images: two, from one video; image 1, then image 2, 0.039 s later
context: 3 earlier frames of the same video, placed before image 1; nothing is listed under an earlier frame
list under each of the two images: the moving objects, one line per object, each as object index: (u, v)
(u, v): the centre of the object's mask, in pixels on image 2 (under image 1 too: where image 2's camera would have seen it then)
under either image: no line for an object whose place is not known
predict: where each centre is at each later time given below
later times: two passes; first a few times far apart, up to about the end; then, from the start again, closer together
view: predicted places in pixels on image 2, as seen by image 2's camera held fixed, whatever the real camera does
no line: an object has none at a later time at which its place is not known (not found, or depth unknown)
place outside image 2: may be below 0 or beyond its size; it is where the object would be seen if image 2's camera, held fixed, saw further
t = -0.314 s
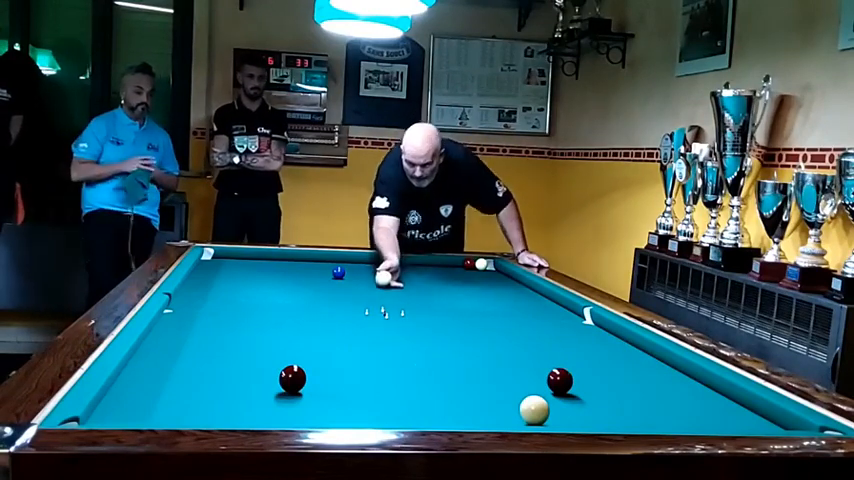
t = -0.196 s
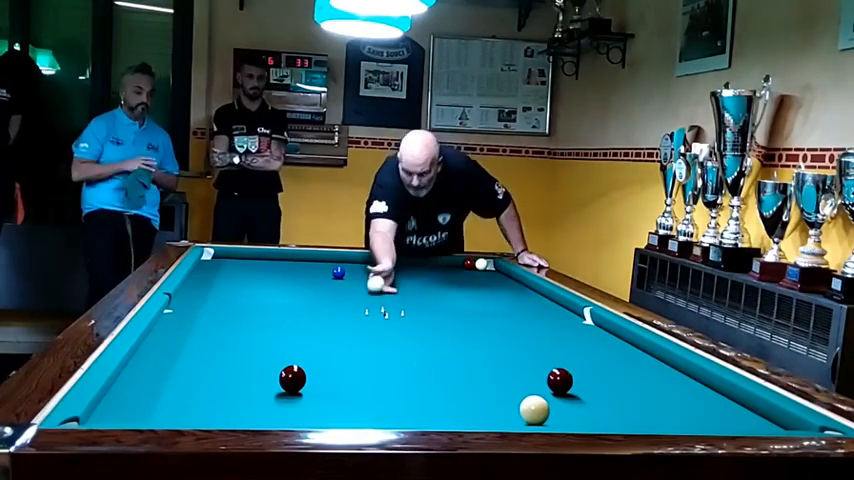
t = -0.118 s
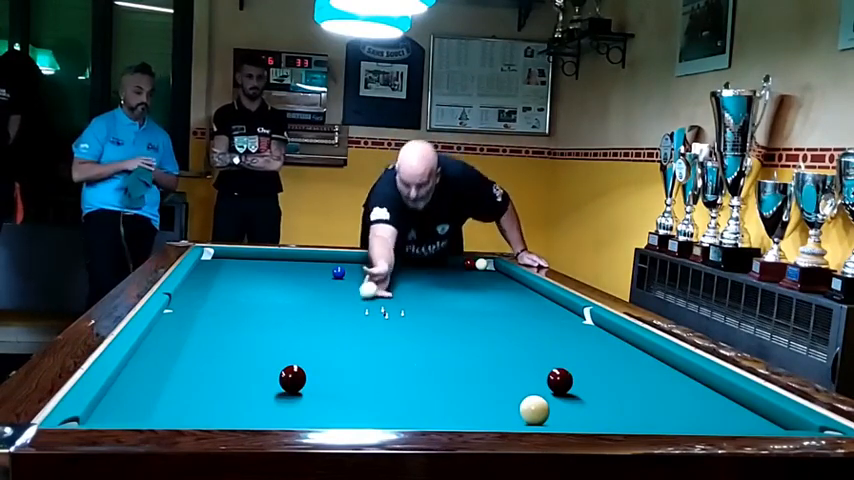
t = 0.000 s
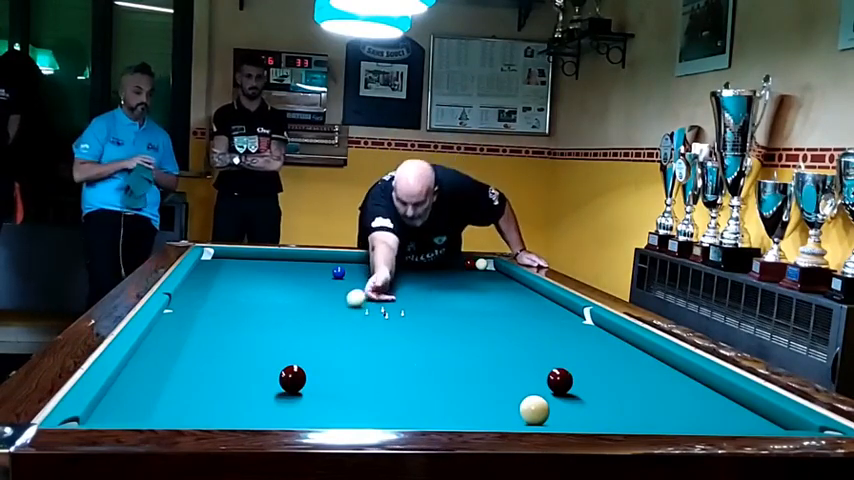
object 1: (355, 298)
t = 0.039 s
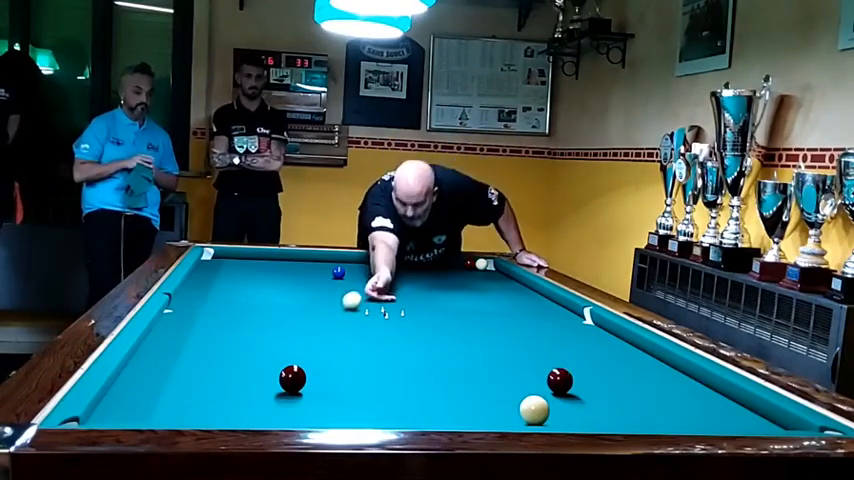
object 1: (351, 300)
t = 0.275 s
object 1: (327, 316)
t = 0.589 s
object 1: (286, 341)
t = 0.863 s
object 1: (237, 373)
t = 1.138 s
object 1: (169, 412)
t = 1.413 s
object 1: (131, 401)
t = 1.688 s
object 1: (139, 375)
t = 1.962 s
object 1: (165, 357)
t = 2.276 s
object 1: (191, 339)
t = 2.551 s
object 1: (209, 326)
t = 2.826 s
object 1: (225, 316)
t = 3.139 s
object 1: (240, 305)
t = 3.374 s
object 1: (250, 299)
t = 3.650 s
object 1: (260, 291)
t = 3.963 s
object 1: (270, 285)
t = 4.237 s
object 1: (278, 279)
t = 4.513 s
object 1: (285, 274)
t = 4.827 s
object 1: (292, 270)
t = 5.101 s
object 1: (297, 266)
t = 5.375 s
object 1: (301, 263)
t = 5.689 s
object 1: (306, 260)
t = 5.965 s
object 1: (310, 257)
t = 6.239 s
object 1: (314, 258)
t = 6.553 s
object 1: (319, 260)
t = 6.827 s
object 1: (323, 261)
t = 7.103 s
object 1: (326, 263)
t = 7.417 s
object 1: (329, 264)
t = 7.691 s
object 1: (332, 265)
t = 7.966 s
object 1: (335, 265)
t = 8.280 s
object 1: (340, 265)
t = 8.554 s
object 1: (344, 268)
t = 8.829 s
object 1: (347, 270)
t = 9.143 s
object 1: (348, 271)
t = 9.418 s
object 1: (349, 271)
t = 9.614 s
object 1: (349, 272)
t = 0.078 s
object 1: (347, 303)
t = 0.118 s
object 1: (344, 305)
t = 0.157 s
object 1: (340, 307)
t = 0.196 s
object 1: (336, 310)
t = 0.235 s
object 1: (332, 313)
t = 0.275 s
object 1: (327, 316)
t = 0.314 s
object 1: (323, 318)
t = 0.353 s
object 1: (318, 321)
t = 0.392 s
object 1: (313, 324)
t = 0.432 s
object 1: (308, 327)
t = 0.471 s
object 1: (303, 331)
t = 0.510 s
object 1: (298, 334)
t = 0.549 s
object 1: (292, 337)
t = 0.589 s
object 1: (286, 341)
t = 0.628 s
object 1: (280, 345)
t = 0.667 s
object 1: (274, 349)
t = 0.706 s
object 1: (267, 353)
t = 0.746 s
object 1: (260, 358)
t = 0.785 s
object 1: (253, 363)
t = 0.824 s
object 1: (245, 367)
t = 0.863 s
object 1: (237, 373)
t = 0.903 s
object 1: (229, 378)
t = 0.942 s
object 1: (220, 384)
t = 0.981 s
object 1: (210, 390)
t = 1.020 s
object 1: (201, 396)
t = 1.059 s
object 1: (190, 402)
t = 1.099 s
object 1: (180, 408)
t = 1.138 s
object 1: (169, 412)
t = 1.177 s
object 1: (158, 416)
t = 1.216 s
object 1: (146, 417)
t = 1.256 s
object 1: (144, 414)
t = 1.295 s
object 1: (140, 412)
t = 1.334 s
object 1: (137, 408)
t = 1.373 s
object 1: (134, 405)
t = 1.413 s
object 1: (131, 401)
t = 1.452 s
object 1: (128, 397)
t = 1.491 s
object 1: (125, 393)
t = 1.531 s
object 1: (123, 389)
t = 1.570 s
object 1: (125, 385)
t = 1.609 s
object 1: (130, 382)
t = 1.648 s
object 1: (135, 379)
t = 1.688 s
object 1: (139, 375)
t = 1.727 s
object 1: (143, 373)
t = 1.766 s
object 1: (147, 370)
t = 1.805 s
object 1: (151, 367)
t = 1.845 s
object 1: (155, 364)
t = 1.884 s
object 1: (159, 362)
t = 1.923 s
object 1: (162, 359)
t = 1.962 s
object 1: (165, 357)
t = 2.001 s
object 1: (169, 355)
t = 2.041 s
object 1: (172, 352)
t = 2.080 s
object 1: (176, 350)
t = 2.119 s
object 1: (179, 348)
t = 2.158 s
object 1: (182, 345)
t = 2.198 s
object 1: (185, 343)
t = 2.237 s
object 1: (188, 341)
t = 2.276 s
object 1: (191, 339)
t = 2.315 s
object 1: (193, 337)
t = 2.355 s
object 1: (196, 335)
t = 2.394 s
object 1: (199, 333)
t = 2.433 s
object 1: (202, 331)
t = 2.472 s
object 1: (204, 330)
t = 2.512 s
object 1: (206, 328)
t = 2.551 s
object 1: (209, 326)
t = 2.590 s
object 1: (211, 325)
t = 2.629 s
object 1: (214, 323)
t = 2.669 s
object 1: (216, 321)
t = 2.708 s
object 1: (218, 320)
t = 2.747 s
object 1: (220, 318)
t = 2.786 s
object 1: (222, 317)
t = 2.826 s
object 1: (225, 316)
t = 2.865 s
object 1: (227, 314)
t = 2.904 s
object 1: (229, 313)
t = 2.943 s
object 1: (230, 312)
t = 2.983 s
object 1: (233, 310)
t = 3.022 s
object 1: (234, 309)
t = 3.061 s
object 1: (236, 308)
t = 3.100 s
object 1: (238, 306)
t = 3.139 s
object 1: (240, 305)
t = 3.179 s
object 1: (241, 304)
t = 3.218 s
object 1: (243, 303)
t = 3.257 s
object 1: (245, 302)
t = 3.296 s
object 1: (246, 301)
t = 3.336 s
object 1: (248, 299)
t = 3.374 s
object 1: (250, 299)
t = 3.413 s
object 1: (251, 298)
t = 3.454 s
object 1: (253, 297)
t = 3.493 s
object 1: (254, 295)
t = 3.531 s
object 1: (256, 294)
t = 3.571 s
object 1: (257, 294)
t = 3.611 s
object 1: (259, 293)
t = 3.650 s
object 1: (260, 291)
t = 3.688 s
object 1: (261, 290)
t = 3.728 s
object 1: (263, 290)
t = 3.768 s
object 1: (264, 289)
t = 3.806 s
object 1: (265, 288)
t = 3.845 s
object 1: (266, 287)
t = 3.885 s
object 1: (268, 286)
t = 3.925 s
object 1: (269, 285)
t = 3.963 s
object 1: (270, 285)
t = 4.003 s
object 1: (271, 284)
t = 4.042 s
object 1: (273, 283)
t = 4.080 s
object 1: (274, 282)
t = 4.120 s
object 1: (275, 281)
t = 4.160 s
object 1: (276, 281)
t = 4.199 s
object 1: (277, 280)
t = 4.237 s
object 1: (278, 279)
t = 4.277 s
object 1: (279, 279)
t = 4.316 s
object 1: (280, 278)
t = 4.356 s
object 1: (281, 277)
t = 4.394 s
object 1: (282, 276)
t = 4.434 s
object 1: (283, 276)
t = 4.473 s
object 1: (284, 275)
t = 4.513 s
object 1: (285, 274)
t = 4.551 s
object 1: (286, 274)
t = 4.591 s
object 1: (287, 273)
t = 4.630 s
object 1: (288, 273)
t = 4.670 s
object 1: (289, 272)
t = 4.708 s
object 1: (290, 271)
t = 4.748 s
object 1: (290, 271)
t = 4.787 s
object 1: (291, 270)
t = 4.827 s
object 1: (292, 270)
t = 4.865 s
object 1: (293, 269)
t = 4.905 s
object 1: (294, 268)
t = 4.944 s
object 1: (294, 268)
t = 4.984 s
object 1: (295, 267)
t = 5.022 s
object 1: (296, 267)
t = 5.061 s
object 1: (296, 266)
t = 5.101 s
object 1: (297, 266)
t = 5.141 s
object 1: (298, 265)
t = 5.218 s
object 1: (299, 265)
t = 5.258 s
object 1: (299, 264)
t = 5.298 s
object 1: (300, 264)
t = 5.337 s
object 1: (301, 264)
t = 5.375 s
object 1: (301, 263)
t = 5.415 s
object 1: (302, 263)
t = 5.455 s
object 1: (303, 262)
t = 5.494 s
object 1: (303, 262)
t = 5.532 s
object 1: (304, 261)
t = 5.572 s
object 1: (305, 261)
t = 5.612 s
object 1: (305, 261)
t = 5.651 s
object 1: (306, 260)
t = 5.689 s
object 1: (306, 260)
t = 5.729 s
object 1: (307, 259)
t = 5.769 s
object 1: (307, 258)
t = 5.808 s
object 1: (308, 258)
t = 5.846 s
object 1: (308, 258)
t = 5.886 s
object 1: (309, 258)
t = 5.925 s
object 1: (310, 257)
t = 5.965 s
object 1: (310, 257)
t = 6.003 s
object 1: (311, 257)
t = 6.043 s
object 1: (311, 257)
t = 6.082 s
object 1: (312, 257)
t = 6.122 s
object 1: (312, 257)
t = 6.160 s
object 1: (313, 257)
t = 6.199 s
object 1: (314, 258)
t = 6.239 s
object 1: (314, 258)
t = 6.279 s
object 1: (315, 258)
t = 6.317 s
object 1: (315, 258)
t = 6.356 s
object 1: (316, 259)
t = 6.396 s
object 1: (317, 259)
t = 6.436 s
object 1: (317, 259)
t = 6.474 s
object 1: (318, 260)
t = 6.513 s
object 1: (318, 260)
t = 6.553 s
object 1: (319, 260)
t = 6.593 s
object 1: (319, 260)
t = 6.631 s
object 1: (320, 260)
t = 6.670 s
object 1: (321, 261)
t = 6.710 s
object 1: (321, 261)
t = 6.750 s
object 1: (322, 261)
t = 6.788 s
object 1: (322, 261)
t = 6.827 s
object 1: (323, 261)
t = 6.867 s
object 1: (323, 262)
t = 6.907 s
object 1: (324, 262)
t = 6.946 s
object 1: (324, 262)
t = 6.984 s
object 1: (325, 263)
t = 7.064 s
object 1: (325, 263)
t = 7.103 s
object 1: (326, 263)
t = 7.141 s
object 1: (326, 263)
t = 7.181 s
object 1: (327, 263)
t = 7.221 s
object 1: (327, 263)
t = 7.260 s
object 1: (328, 264)
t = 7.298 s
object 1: (328, 264)
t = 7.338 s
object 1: (329, 264)
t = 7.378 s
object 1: (329, 264)
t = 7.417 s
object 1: (329, 264)
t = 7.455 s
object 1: (330, 265)
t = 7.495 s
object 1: (330, 265)
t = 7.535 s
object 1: (331, 265)
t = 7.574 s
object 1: (331, 265)
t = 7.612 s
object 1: (331, 265)
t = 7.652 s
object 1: (332, 265)
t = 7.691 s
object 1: (332, 265)
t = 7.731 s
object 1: (333, 265)
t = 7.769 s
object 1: (333, 265)
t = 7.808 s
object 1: (333, 265)
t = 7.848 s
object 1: (334, 265)
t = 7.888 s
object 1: (334, 265)
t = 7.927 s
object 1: (334, 265)
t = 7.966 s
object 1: (335, 265)
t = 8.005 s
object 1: (335, 265)
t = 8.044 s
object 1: (336, 265)
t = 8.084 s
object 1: (336, 265)
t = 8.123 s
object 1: (337, 265)
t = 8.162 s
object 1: (338, 265)
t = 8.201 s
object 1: (339, 265)
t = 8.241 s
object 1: (339, 265)
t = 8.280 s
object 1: (340, 265)
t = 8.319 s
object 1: (341, 265)
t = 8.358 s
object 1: (342, 266)
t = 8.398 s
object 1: (343, 266)
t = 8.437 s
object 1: (343, 266)
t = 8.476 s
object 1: (344, 267)
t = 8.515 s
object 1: (344, 267)
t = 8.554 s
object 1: (344, 268)
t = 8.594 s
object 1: (345, 268)
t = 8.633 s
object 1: (345, 268)
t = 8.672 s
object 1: (346, 269)
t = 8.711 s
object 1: (346, 269)
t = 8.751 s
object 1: (346, 269)
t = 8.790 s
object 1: (347, 270)
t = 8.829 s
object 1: (347, 270)
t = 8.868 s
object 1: (347, 270)
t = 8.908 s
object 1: (347, 270)
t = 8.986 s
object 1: (347, 270)
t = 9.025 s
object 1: (348, 270)
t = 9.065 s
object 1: (348, 271)
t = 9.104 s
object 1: (348, 271)
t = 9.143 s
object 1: (348, 271)
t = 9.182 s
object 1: (348, 271)
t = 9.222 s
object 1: (349, 271)
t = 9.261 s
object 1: (348, 271)
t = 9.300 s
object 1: (349, 271)
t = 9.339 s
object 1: (349, 271)
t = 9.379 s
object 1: (349, 271)
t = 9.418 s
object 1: (349, 271)
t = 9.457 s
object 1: (349, 271)
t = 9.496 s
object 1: (349, 272)
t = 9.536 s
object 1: (349, 272)
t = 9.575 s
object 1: (349, 272)
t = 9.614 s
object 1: (349, 272)
